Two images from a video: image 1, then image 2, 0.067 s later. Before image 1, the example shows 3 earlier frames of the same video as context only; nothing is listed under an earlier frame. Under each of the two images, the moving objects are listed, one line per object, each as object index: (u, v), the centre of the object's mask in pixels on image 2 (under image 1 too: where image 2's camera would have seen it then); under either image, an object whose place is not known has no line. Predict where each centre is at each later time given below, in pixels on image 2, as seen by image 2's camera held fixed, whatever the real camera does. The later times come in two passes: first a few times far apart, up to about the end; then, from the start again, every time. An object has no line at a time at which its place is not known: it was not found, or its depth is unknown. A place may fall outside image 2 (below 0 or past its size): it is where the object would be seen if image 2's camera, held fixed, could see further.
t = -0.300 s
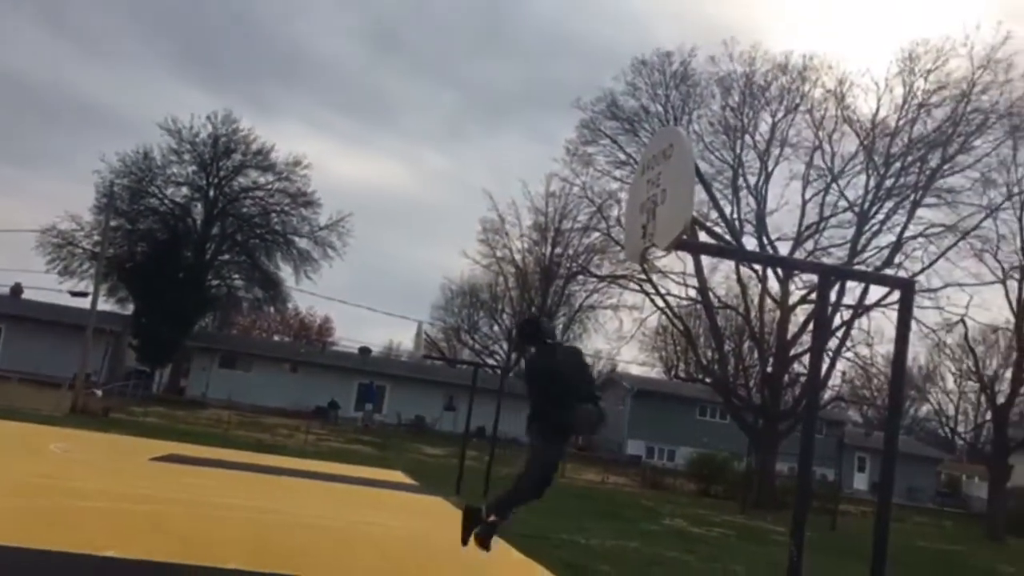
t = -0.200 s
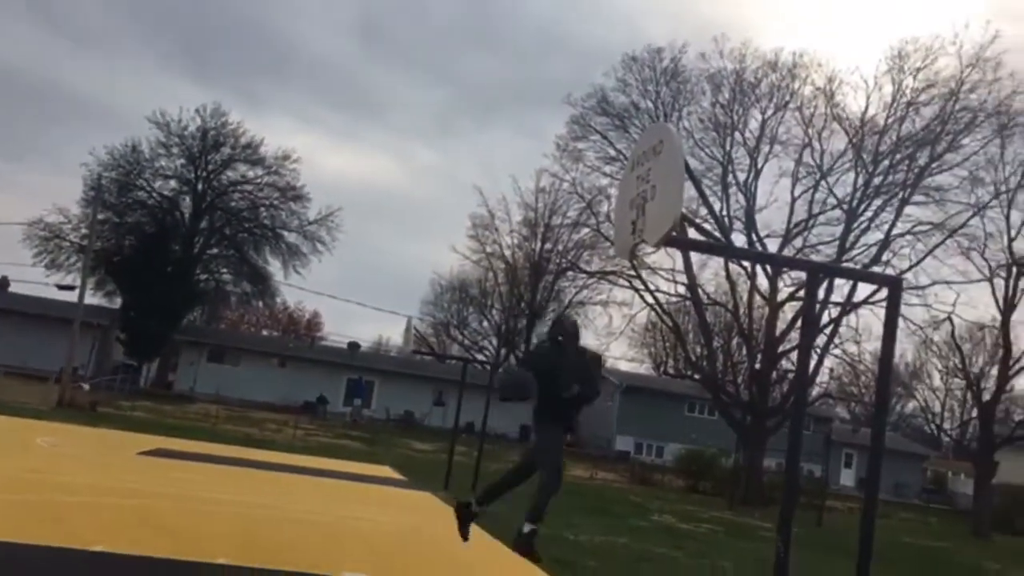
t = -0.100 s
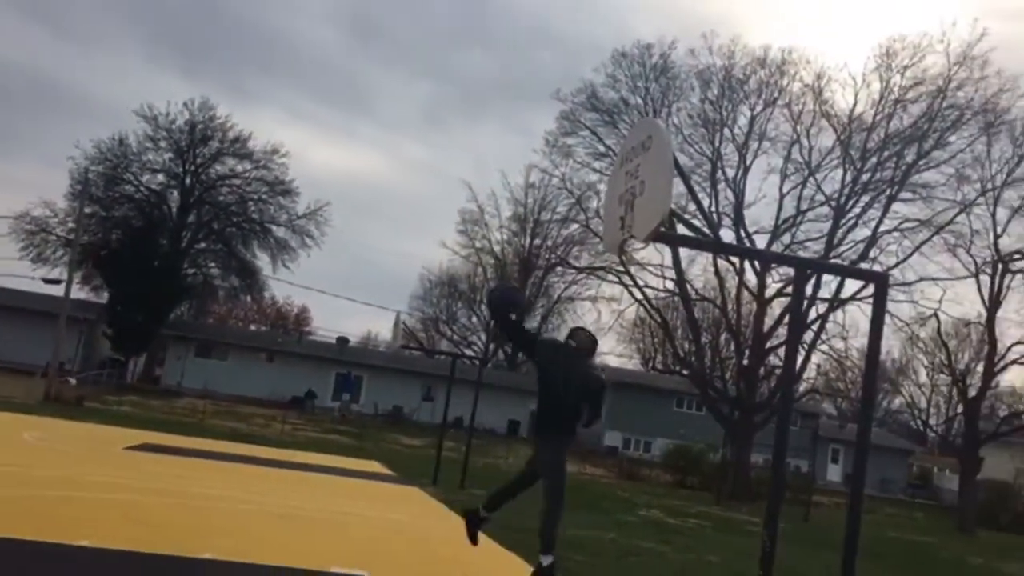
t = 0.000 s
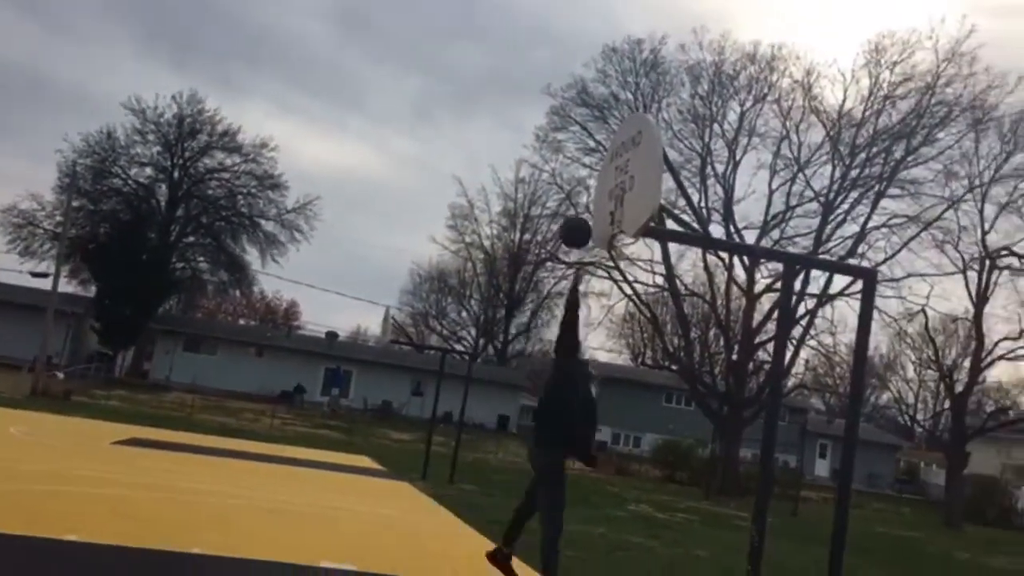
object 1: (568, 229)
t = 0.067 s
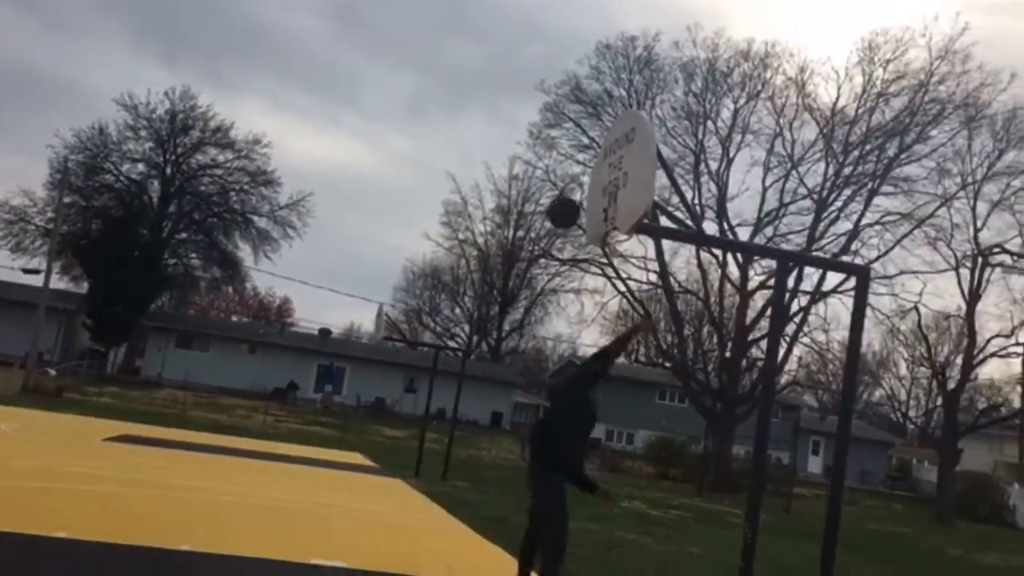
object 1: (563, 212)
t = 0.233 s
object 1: (436, 208)
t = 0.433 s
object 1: (273, 253)
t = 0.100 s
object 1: (538, 208)
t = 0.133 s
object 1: (513, 206)
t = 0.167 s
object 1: (488, 205)
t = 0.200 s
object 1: (462, 206)
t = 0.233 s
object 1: (436, 208)
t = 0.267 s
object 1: (409, 211)
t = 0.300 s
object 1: (383, 217)
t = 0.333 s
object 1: (356, 224)
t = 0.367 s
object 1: (329, 232)
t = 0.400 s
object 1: (301, 242)
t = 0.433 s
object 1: (273, 253)
